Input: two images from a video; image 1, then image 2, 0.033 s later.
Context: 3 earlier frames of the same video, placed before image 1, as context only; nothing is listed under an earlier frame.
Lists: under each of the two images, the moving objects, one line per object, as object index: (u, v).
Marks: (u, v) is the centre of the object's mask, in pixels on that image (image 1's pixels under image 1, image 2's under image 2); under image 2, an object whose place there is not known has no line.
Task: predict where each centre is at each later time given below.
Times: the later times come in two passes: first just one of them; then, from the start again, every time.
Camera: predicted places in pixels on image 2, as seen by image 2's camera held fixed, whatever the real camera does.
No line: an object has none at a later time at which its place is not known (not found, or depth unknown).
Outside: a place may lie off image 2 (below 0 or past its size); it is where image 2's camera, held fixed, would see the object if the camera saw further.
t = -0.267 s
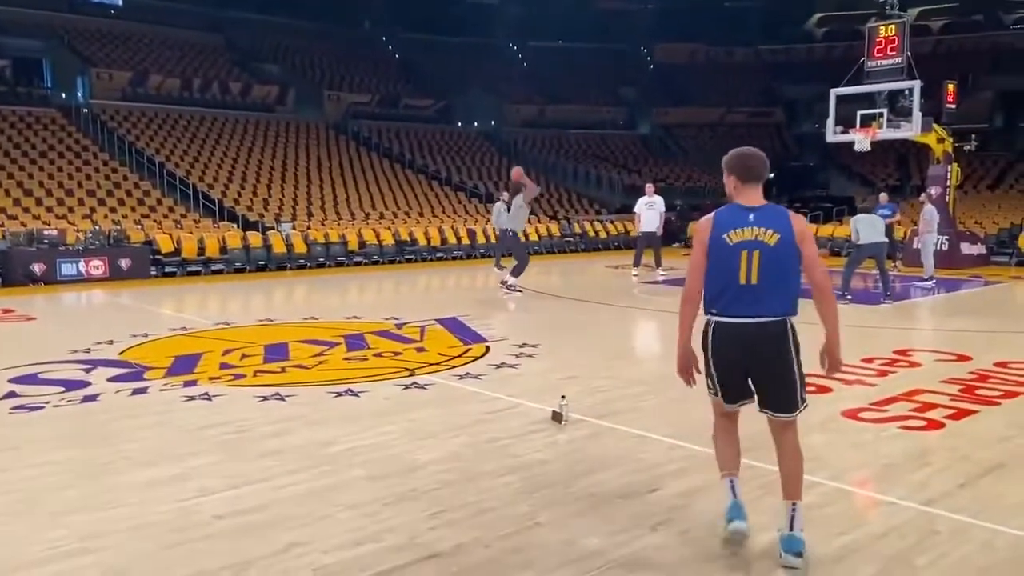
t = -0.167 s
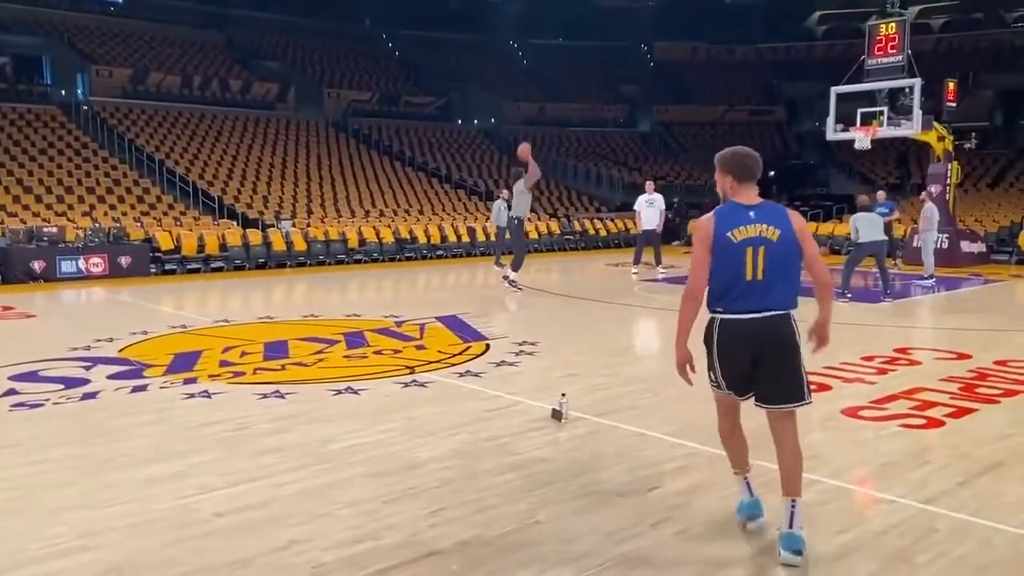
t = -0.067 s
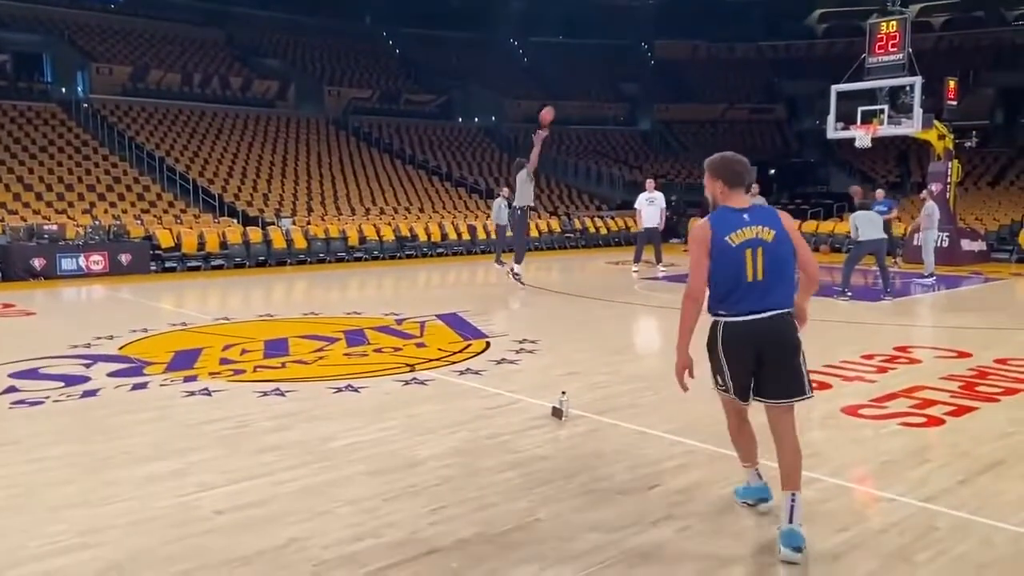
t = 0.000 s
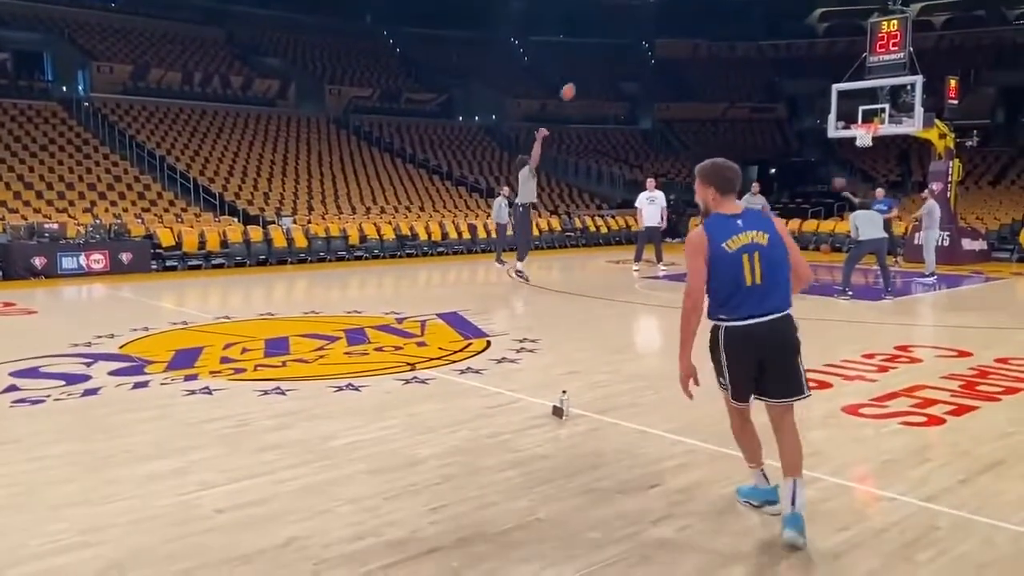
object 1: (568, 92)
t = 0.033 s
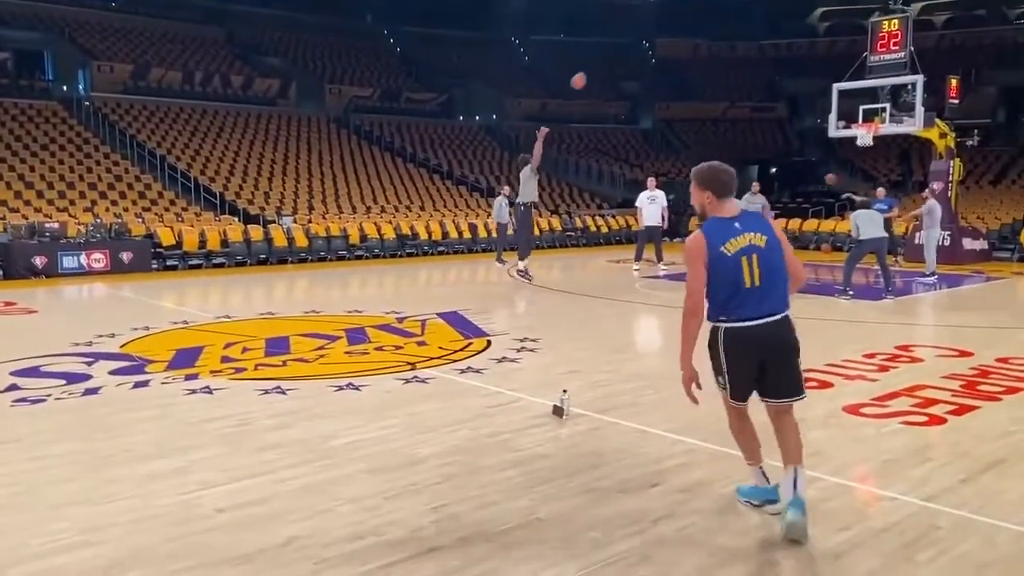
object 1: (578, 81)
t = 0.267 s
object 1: (646, 28)
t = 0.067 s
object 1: (588, 72)
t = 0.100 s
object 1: (598, 62)
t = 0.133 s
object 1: (607, 54)
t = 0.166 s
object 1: (617, 47)
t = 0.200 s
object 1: (627, 40)
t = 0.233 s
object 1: (636, 34)
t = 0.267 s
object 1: (646, 28)
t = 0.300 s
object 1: (654, 23)
